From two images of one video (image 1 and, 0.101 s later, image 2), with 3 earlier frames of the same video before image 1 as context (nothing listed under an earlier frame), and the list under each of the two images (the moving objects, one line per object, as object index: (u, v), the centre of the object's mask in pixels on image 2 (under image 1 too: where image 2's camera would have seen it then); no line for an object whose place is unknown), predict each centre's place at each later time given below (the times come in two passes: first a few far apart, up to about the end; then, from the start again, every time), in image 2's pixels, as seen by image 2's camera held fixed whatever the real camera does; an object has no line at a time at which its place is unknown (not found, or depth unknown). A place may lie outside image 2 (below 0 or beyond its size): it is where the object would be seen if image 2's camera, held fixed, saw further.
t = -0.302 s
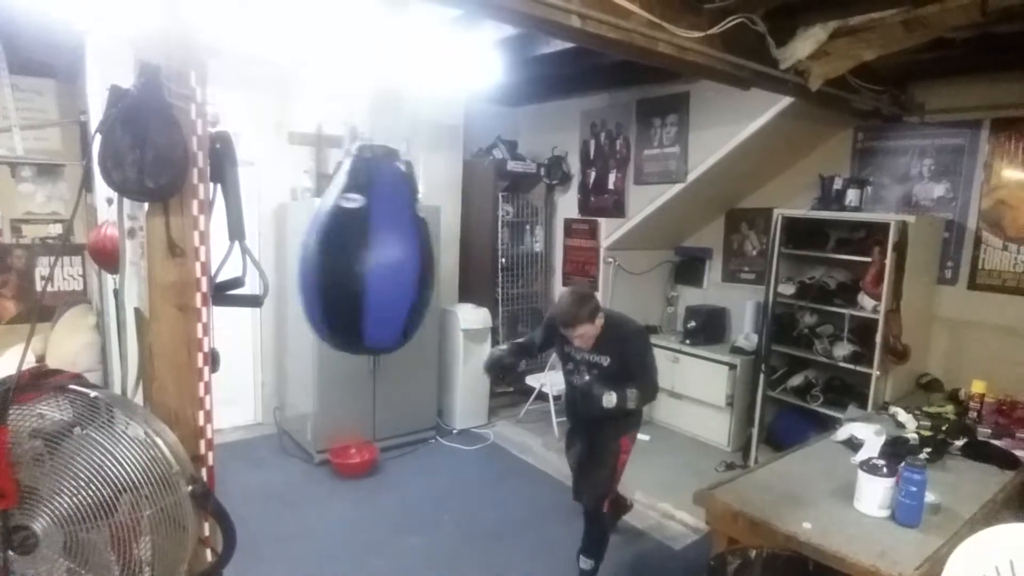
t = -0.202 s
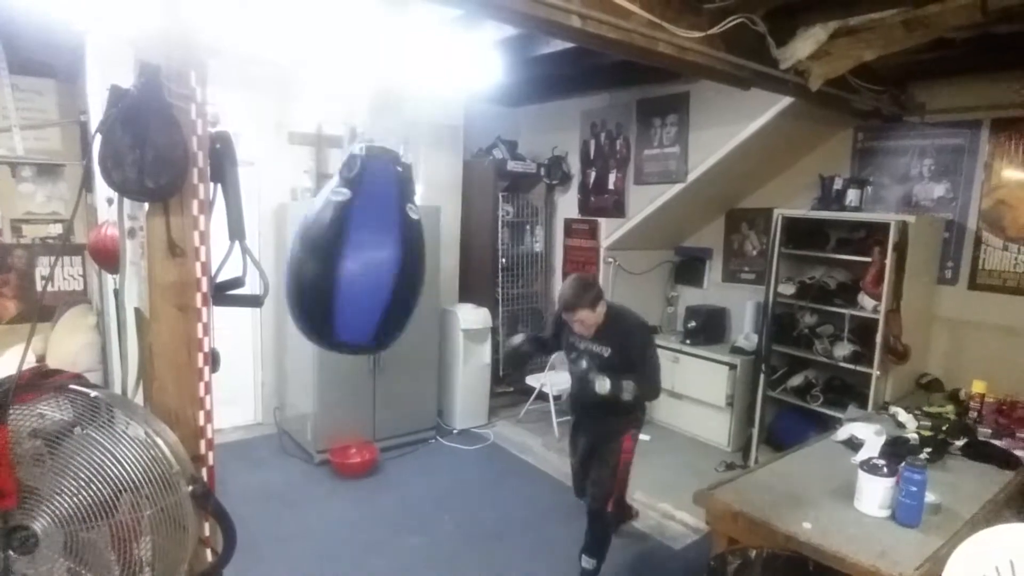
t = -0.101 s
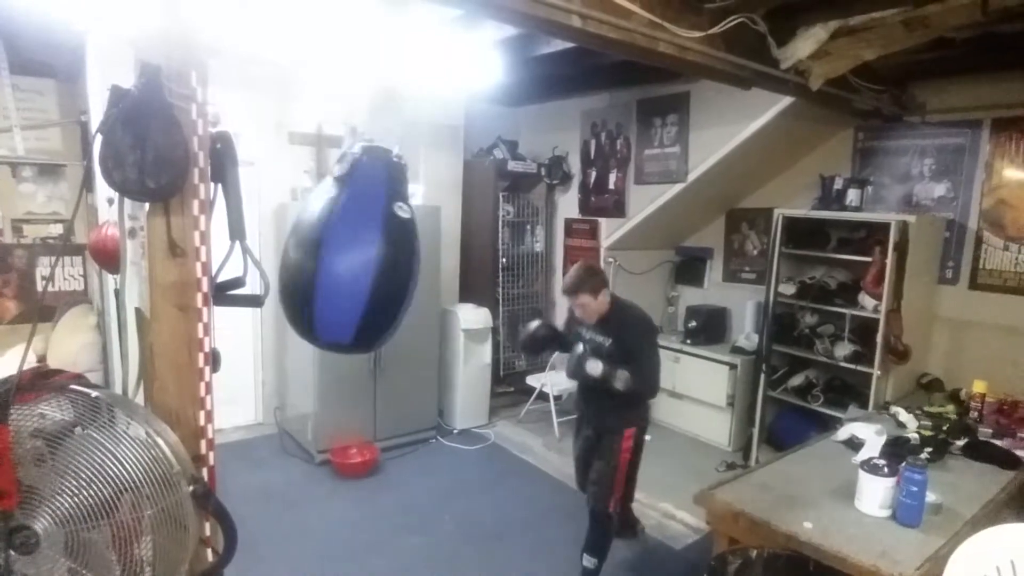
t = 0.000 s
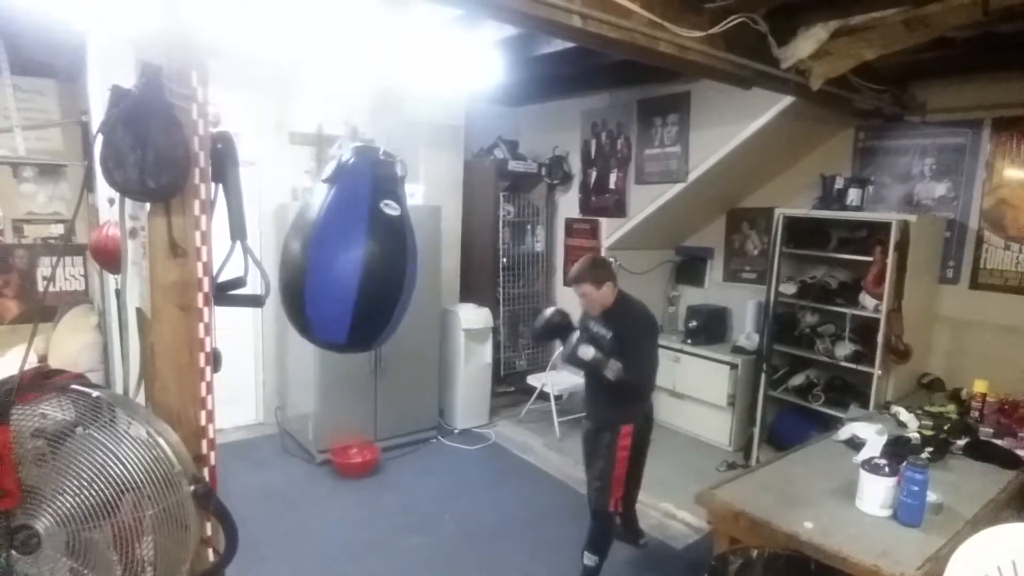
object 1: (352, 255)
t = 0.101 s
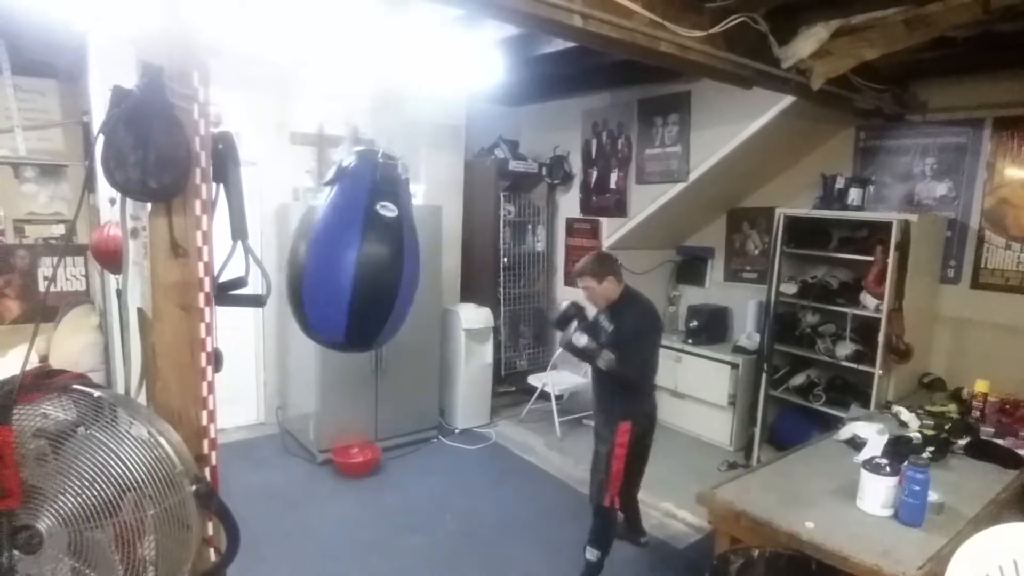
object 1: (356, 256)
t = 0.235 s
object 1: (367, 256)
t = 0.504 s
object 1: (401, 256)
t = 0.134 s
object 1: (359, 256)
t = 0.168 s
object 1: (361, 256)
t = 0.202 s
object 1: (364, 256)
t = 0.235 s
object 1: (367, 256)
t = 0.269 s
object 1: (371, 256)
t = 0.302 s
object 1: (375, 256)
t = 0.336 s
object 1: (379, 257)
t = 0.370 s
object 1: (383, 257)
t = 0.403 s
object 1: (387, 257)
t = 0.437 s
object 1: (392, 257)
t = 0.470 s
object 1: (396, 256)
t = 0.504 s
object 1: (401, 256)
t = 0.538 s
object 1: (405, 255)
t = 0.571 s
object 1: (409, 254)
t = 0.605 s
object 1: (414, 253)
